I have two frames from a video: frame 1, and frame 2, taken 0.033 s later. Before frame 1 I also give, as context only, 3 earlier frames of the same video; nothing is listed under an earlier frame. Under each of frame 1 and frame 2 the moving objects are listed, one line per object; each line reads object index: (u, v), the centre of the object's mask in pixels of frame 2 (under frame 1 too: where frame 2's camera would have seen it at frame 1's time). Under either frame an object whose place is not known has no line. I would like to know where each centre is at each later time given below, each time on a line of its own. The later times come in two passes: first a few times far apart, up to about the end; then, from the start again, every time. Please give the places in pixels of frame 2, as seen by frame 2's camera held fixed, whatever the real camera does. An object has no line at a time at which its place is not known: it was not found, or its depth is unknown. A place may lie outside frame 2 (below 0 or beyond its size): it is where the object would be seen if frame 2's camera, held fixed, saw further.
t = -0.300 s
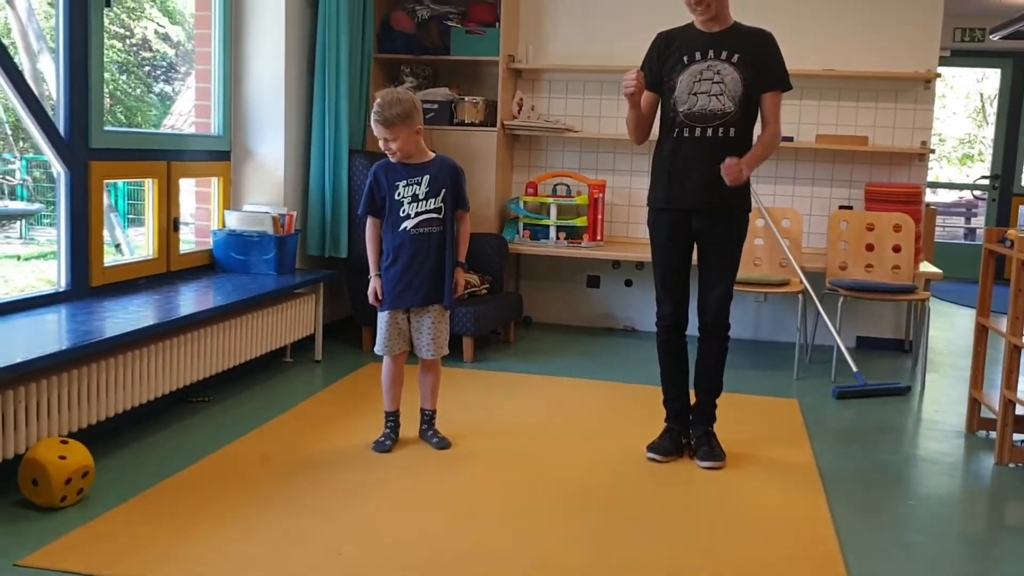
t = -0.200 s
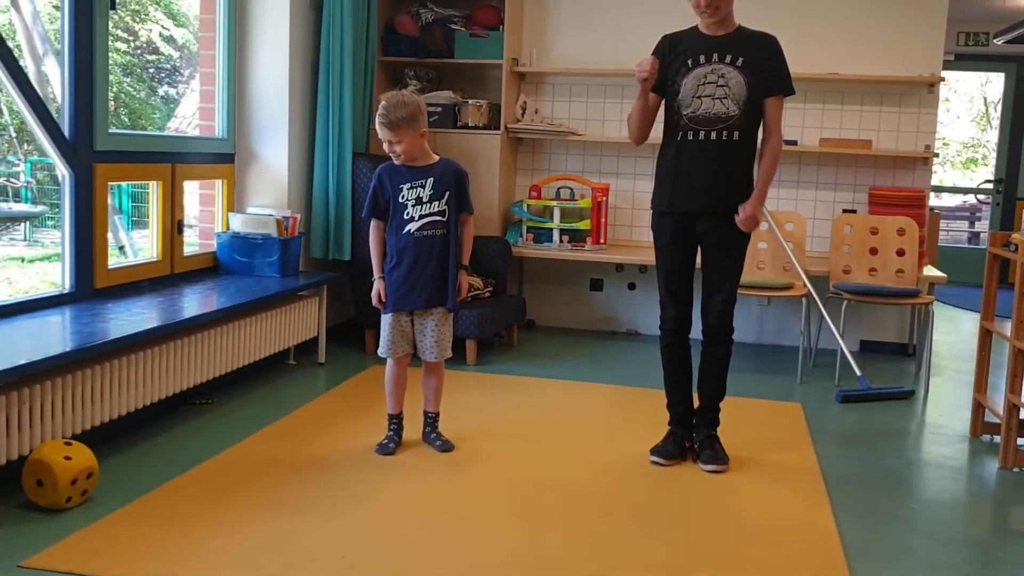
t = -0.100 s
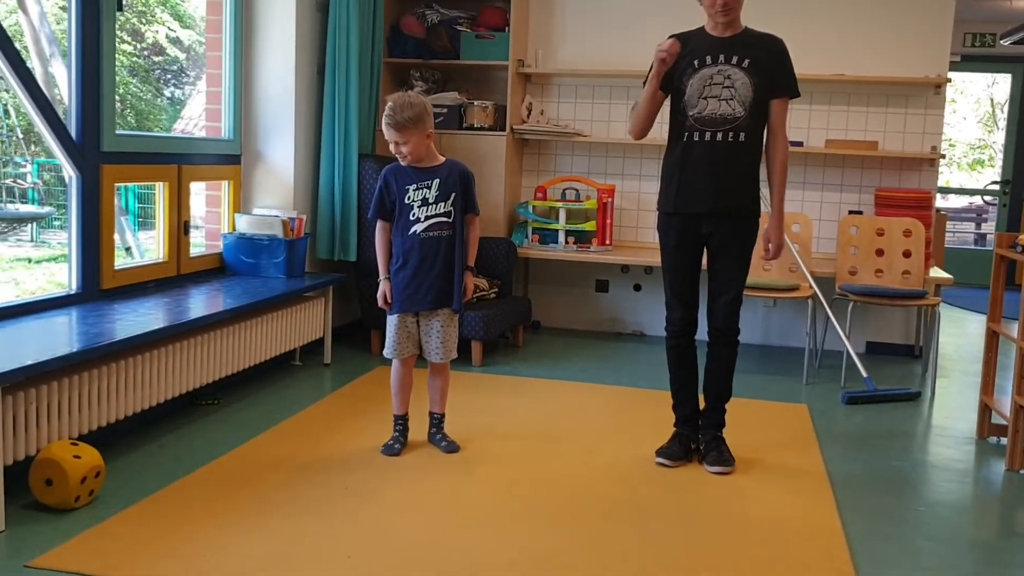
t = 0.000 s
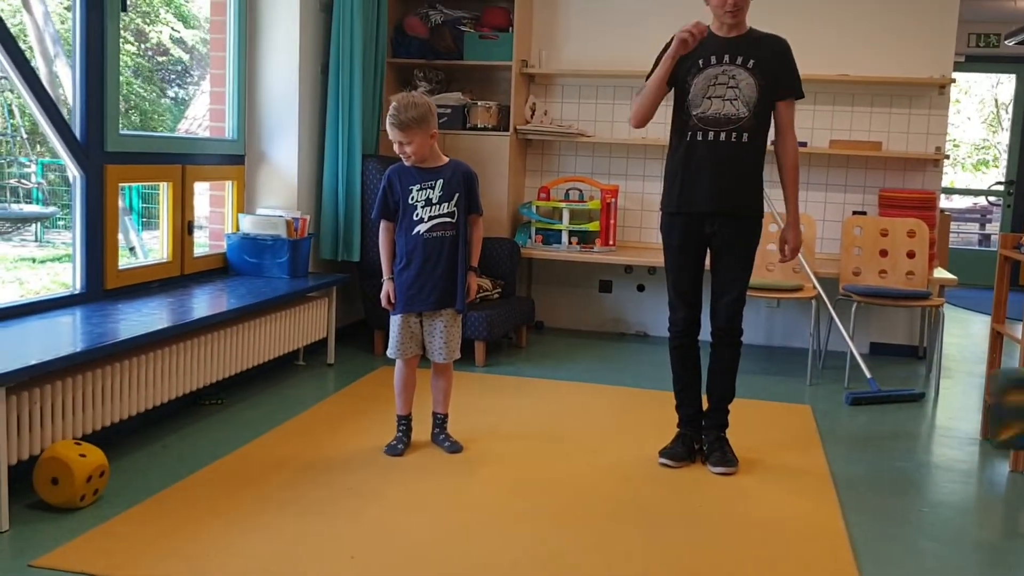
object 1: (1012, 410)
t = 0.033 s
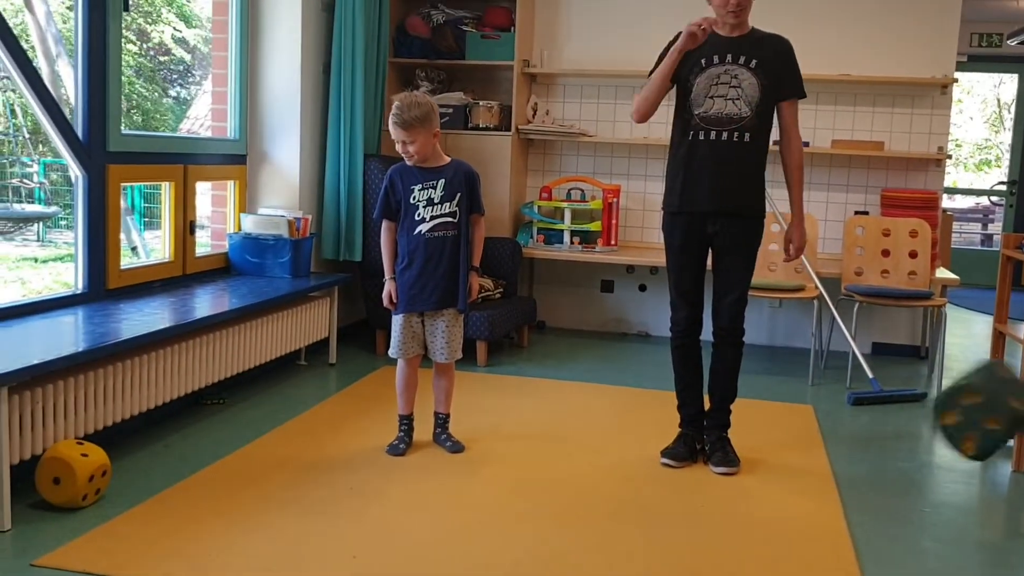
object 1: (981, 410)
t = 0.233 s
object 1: (714, 507)
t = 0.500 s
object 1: (543, 460)
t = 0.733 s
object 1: (430, 520)
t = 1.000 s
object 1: (331, 480)
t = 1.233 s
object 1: (254, 460)
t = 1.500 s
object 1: (179, 453)
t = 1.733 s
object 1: (146, 445)
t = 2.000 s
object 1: (157, 446)
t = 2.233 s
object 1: (155, 442)
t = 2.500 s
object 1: (160, 449)
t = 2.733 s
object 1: (163, 448)
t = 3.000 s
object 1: (164, 447)
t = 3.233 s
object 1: (165, 447)
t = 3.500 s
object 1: (166, 445)
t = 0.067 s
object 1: (933, 416)
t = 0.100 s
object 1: (887, 426)
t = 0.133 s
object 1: (840, 440)
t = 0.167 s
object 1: (797, 457)
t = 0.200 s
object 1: (755, 481)
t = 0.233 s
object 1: (714, 507)
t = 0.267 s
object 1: (677, 534)
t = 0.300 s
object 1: (645, 552)
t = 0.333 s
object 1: (628, 534)
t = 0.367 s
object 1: (611, 511)
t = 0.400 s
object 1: (594, 493)
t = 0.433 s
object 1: (577, 477)
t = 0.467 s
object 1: (560, 466)
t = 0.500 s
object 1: (543, 460)
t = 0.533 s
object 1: (526, 457)
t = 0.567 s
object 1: (510, 458)
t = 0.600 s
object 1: (493, 463)
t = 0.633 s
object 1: (477, 472)
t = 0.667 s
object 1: (461, 484)
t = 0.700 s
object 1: (445, 500)
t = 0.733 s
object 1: (430, 520)
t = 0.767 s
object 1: (415, 518)
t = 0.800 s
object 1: (402, 505)
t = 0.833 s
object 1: (390, 495)
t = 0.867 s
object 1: (378, 489)
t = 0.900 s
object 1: (367, 488)
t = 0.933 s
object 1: (356, 489)
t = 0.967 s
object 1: (344, 488)
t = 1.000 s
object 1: (331, 480)
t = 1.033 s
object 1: (319, 474)
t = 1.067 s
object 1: (307, 472)
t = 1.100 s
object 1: (294, 473)
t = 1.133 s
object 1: (284, 467)
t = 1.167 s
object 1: (273, 461)
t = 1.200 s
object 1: (264, 459)
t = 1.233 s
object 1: (254, 460)
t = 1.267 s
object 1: (244, 461)
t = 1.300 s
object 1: (234, 460)
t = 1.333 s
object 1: (224, 458)
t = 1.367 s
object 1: (214, 455)
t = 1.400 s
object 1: (205, 449)
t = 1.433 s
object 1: (196, 447)
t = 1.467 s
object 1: (187, 449)
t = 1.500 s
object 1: (179, 453)
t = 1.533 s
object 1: (173, 452)
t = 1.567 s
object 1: (168, 444)
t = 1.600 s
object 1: (164, 441)
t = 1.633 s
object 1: (159, 441)
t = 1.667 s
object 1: (155, 444)
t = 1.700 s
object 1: (150, 447)
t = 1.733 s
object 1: (146, 445)
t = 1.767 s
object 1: (143, 444)
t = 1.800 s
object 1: (141, 445)
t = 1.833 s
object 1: (143, 445)
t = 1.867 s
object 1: (145, 445)
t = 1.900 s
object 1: (148, 445)
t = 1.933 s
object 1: (151, 445)
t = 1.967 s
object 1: (155, 446)
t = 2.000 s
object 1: (157, 446)
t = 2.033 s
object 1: (157, 446)
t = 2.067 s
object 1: (157, 445)
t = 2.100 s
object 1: (156, 444)
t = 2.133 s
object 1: (156, 444)
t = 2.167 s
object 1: (155, 442)
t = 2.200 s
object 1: (155, 442)
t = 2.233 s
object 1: (155, 442)
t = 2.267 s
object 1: (154, 443)
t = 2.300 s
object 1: (153, 445)
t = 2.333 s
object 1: (155, 447)
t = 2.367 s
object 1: (157, 447)
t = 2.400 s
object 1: (157, 448)
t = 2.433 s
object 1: (158, 448)
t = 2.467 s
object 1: (158, 448)
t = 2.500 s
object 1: (160, 449)
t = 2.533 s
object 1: (159, 449)
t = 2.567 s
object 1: (160, 449)
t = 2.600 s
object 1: (160, 449)
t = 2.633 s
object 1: (160, 449)
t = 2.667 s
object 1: (161, 449)
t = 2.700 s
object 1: (162, 448)
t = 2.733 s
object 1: (163, 448)
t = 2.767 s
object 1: (163, 448)
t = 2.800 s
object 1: (163, 448)
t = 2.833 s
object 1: (163, 448)
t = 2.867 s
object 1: (163, 447)
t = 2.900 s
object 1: (163, 447)
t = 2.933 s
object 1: (164, 447)
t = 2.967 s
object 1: (164, 447)
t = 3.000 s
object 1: (164, 447)
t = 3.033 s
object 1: (164, 447)
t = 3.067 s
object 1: (164, 447)
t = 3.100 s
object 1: (164, 447)
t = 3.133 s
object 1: (164, 447)
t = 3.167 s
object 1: (164, 447)
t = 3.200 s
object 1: (164, 447)
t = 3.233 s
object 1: (165, 447)
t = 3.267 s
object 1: (164, 447)
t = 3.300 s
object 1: (165, 447)
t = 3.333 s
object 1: (164, 447)
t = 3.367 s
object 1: (165, 447)
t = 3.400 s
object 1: (165, 447)
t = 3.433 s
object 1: (165, 447)
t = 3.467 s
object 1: (166, 447)
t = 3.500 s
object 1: (166, 445)
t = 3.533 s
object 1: (167, 443)
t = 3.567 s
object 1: (167, 442)
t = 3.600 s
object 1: (168, 441)
